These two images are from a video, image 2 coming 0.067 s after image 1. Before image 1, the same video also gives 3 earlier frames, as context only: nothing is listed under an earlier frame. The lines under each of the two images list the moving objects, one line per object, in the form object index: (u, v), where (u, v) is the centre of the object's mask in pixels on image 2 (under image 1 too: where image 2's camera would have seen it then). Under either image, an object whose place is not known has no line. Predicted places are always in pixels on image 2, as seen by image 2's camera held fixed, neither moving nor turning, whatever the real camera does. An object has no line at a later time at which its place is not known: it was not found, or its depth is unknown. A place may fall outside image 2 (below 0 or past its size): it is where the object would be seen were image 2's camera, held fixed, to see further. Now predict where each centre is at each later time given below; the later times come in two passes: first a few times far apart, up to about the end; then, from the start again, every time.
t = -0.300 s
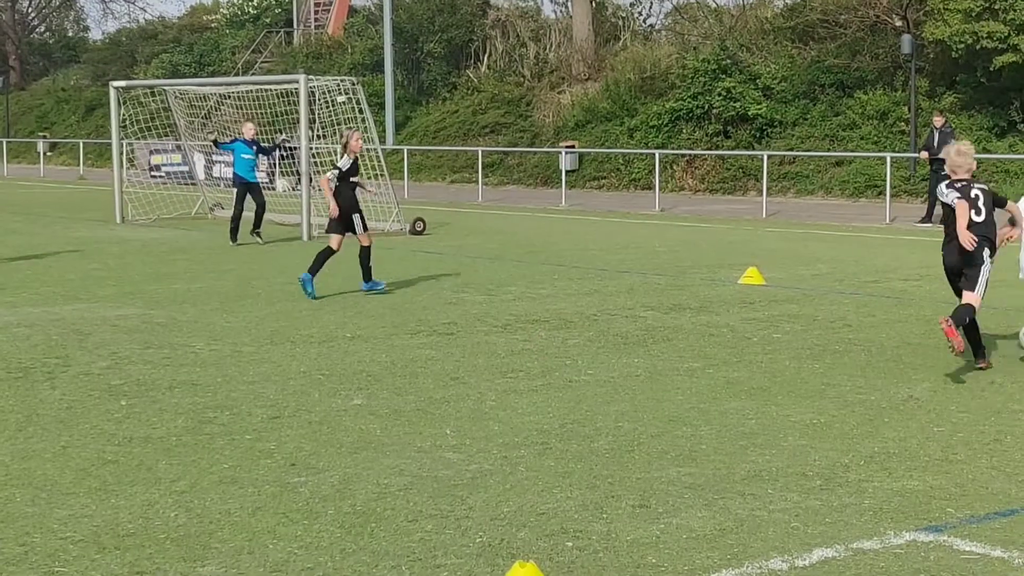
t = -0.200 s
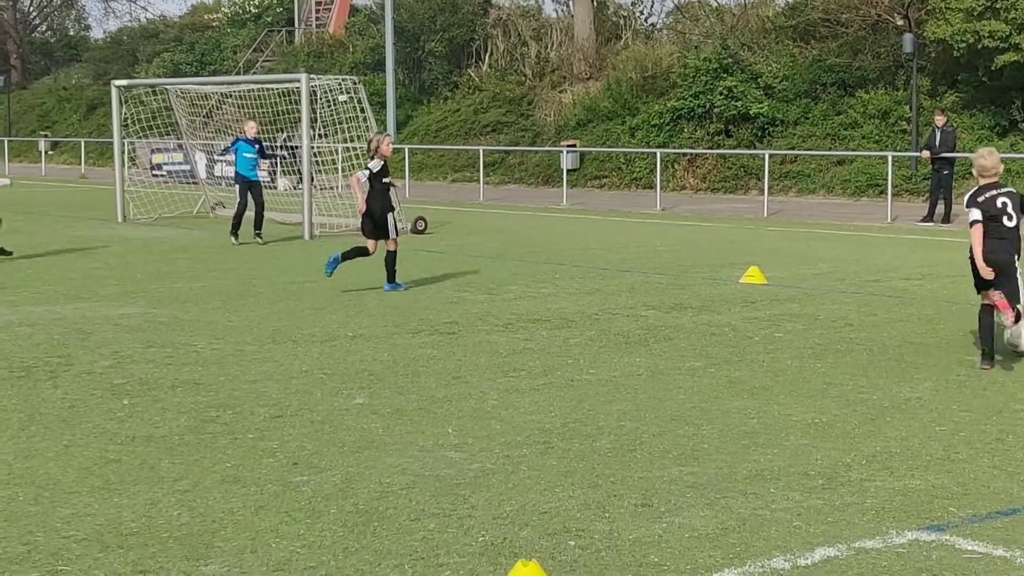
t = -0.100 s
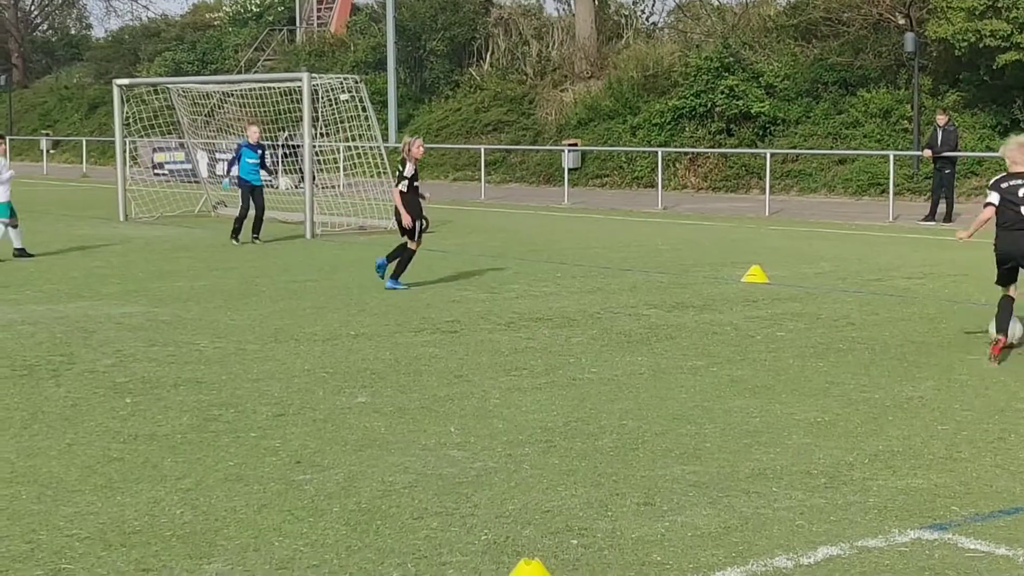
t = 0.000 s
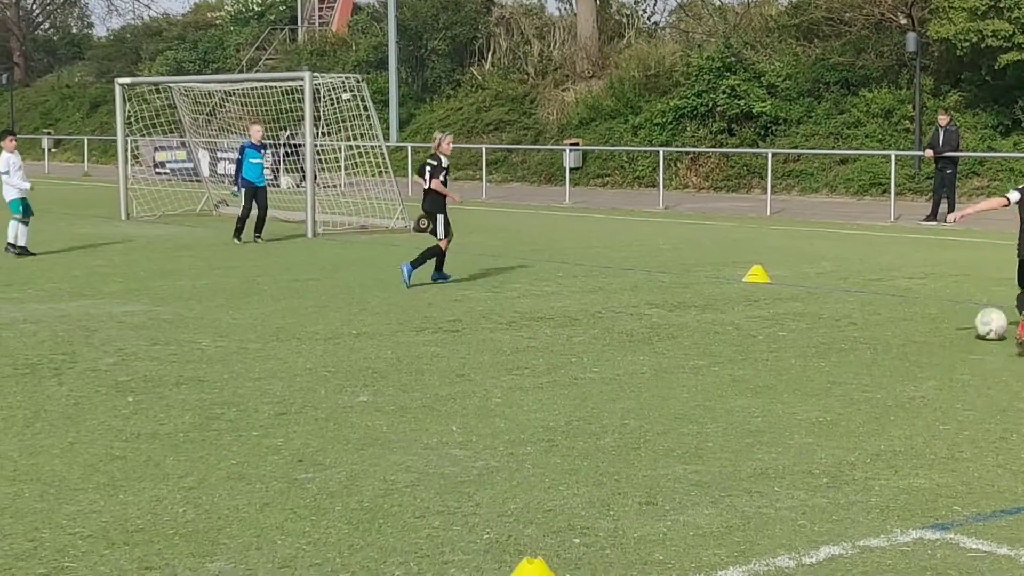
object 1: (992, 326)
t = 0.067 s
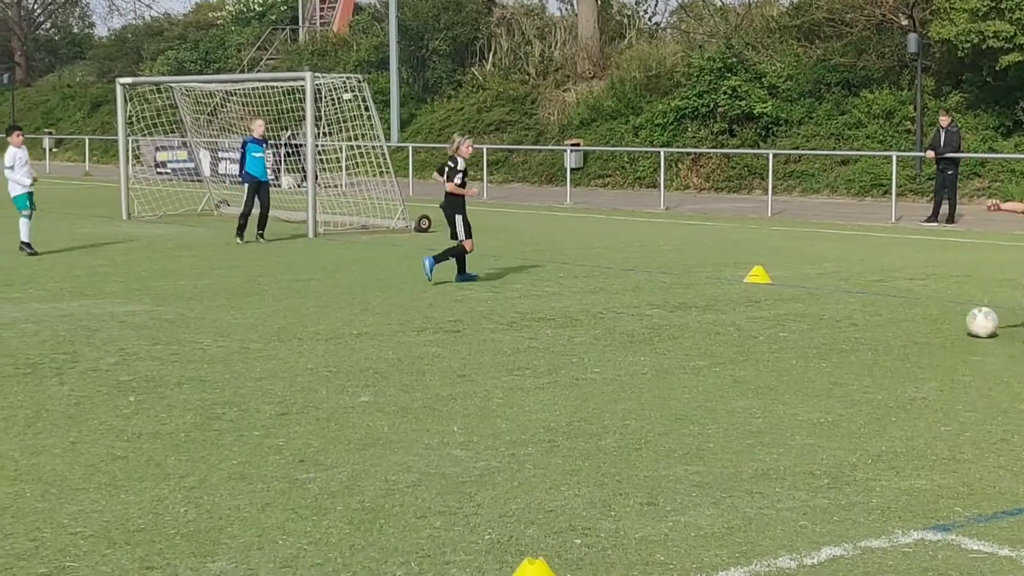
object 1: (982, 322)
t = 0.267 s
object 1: (955, 311)
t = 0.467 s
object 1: (933, 301)
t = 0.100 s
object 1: (977, 319)
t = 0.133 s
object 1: (972, 317)
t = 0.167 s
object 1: (968, 316)
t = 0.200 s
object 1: (964, 314)
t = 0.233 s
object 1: (959, 312)
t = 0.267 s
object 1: (955, 311)
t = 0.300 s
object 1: (952, 309)
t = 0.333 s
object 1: (947, 306)
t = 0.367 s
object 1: (944, 306)
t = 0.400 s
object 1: (940, 304)
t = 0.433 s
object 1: (937, 302)
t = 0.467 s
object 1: (933, 301)
